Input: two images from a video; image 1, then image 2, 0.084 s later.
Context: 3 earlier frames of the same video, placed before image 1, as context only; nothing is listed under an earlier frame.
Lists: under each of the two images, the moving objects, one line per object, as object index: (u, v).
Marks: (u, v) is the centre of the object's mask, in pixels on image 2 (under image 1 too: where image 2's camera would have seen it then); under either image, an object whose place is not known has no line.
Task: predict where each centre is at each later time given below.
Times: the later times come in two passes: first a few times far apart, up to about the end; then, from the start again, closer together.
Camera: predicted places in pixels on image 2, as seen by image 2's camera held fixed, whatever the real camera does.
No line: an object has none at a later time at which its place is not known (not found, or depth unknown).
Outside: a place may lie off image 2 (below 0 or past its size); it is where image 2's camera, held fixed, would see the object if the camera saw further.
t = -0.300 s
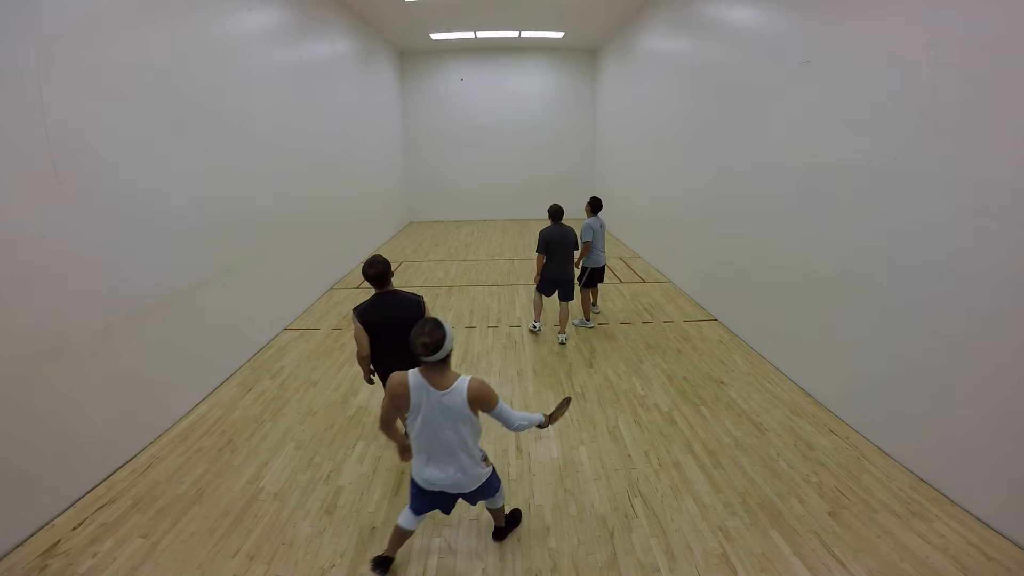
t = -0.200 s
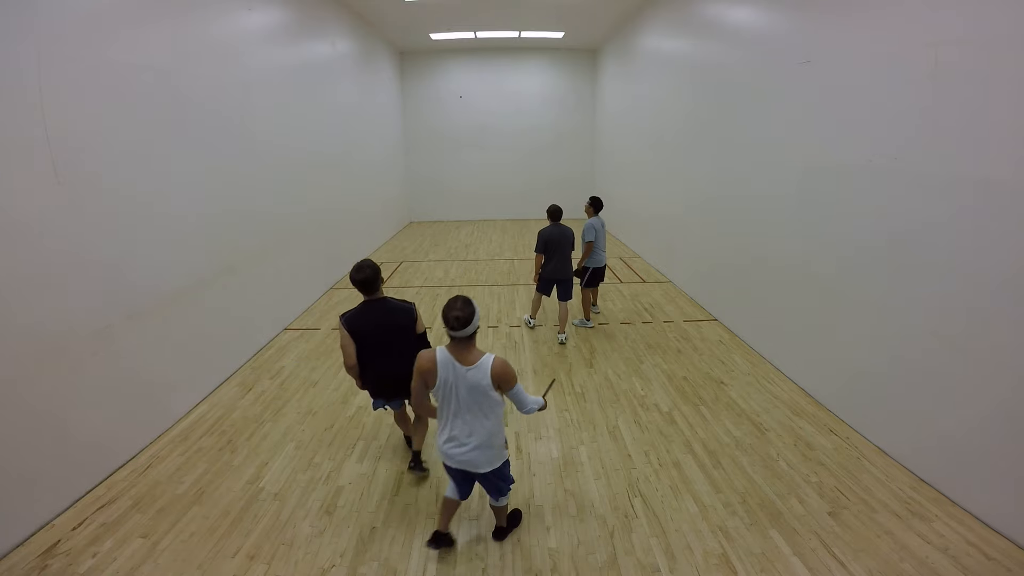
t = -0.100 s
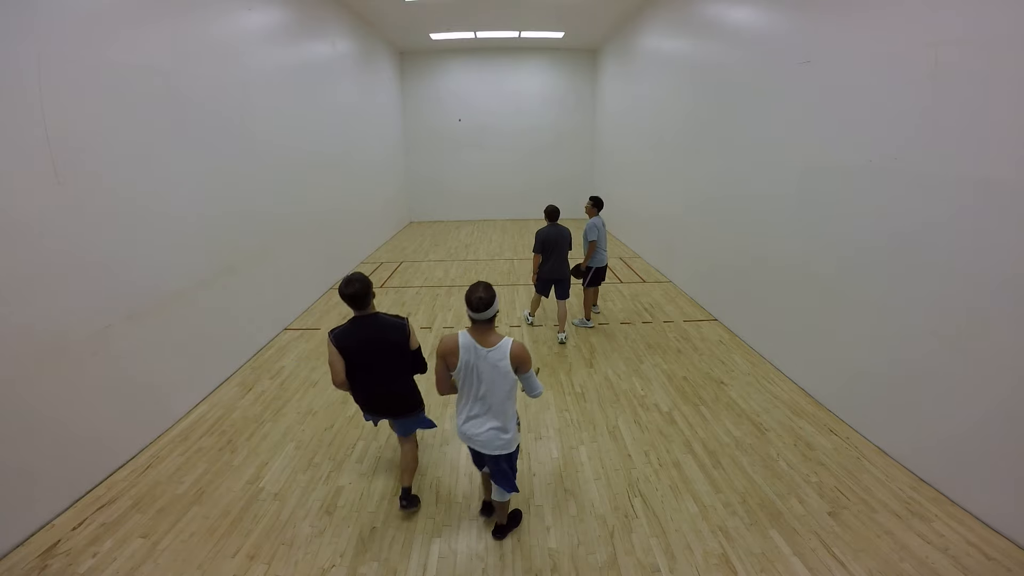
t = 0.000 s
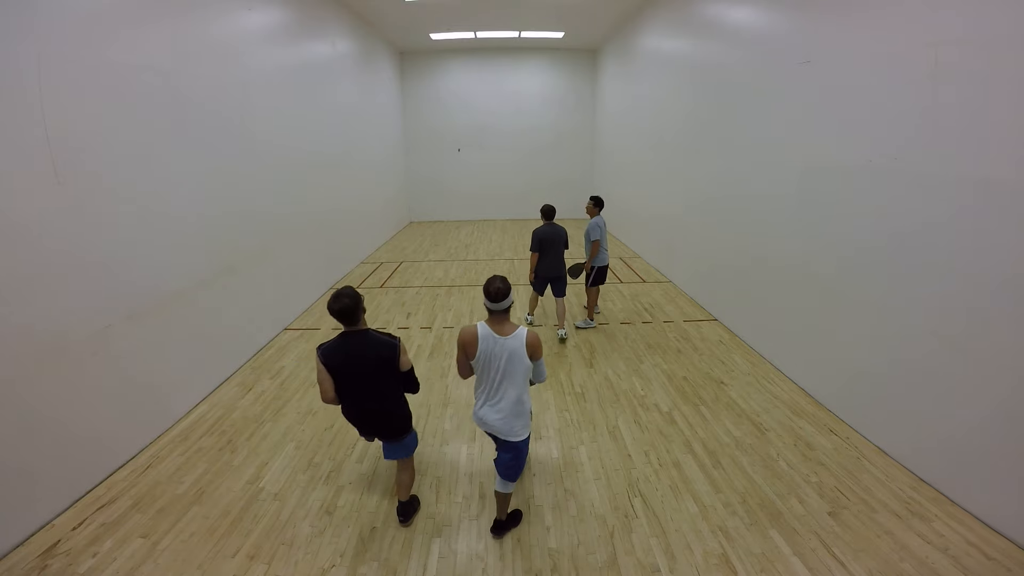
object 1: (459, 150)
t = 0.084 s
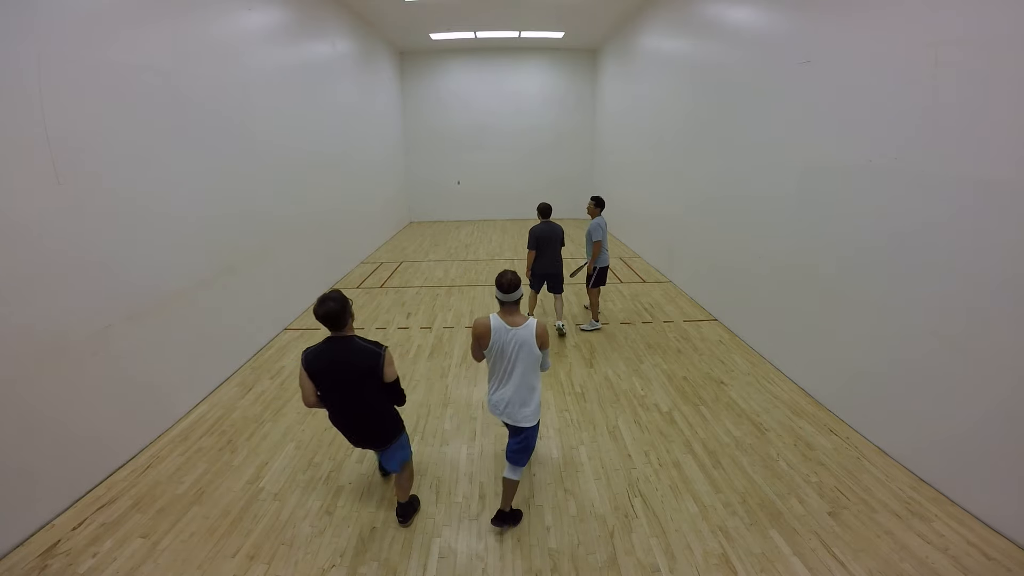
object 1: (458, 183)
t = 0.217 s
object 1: (459, 246)
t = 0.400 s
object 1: (455, 211)
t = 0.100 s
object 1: (458, 188)
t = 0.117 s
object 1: (458, 198)
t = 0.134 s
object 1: (458, 205)
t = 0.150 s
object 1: (458, 210)
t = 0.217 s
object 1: (459, 246)
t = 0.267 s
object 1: (458, 244)
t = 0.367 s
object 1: (456, 218)
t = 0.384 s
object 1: (455, 214)
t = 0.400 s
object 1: (455, 211)
